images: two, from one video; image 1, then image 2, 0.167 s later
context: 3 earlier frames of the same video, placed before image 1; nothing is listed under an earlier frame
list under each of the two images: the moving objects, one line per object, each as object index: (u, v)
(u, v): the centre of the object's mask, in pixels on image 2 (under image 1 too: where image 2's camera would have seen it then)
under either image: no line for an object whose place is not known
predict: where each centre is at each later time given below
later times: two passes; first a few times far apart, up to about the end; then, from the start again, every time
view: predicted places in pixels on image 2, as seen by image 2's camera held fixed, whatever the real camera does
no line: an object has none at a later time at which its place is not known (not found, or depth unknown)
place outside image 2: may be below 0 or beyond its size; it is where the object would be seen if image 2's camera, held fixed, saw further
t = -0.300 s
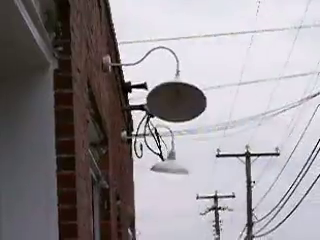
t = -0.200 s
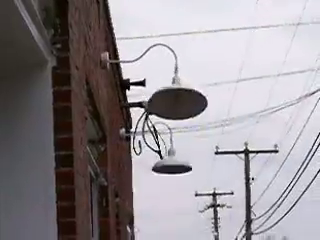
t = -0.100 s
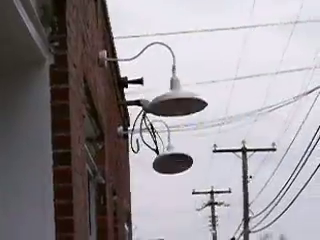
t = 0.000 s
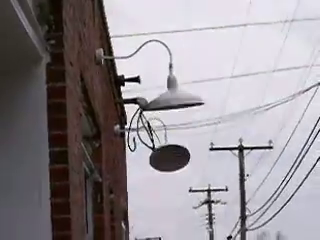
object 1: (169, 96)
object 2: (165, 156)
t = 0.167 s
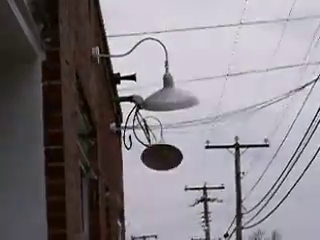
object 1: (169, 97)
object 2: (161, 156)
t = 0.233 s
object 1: (169, 98)
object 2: (159, 157)
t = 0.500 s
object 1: (162, 96)
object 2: (158, 157)
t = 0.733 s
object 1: (161, 86)
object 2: (164, 157)
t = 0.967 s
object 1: (167, 97)
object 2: (166, 157)
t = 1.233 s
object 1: (170, 97)
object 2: (159, 156)
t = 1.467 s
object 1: (172, 97)
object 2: (158, 156)
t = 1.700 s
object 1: (170, 98)
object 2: (164, 157)
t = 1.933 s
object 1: (160, 93)
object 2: (167, 156)
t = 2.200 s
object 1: (164, 97)
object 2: (160, 157)
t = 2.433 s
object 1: (171, 97)
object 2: (155, 157)
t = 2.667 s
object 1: (172, 98)
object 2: (161, 156)
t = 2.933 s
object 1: (163, 93)
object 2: (169, 156)
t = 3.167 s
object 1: (159, 94)
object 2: (164, 157)
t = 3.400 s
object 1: (169, 97)
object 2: (154, 156)
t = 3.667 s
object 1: (173, 97)
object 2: (159, 157)
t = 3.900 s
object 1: (165, 98)
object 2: (168, 156)
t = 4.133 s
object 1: (159, 90)
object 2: (169, 156)
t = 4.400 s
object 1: (168, 97)
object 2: (158, 157)
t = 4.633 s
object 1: (171, 98)
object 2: (156, 157)
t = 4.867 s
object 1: (170, 98)
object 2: (163, 156)
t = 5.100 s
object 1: (166, 96)
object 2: (167, 155)
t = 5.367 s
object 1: (166, 97)
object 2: (160, 156)
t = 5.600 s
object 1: (170, 99)
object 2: (156, 157)
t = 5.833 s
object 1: (171, 98)
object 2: (160, 156)
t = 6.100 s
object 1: (166, 98)
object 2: (166, 155)
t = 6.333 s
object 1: (164, 95)
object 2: (163, 156)
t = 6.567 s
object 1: (168, 96)
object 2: (158, 157)
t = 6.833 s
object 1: (171, 98)
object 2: (161, 157)
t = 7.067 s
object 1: (169, 97)
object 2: (165, 156)
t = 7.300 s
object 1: (164, 94)
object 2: (164, 155)
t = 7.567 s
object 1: (166, 98)
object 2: (160, 158)
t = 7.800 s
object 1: (171, 99)
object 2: (160, 158)
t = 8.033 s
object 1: (170, 98)
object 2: (163, 156)
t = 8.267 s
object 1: (166, 97)
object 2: (166, 157)
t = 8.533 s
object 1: (165, 96)
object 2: (163, 157)
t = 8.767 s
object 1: (168, 96)
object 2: (159, 156)
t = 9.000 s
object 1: (170, 97)
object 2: (161, 157)
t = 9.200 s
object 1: (170, 97)
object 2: (163, 156)
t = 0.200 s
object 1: (170, 97)
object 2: (161, 156)
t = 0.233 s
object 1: (169, 98)
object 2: (159, 157)
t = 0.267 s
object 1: (169, 97)
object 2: (158, 157)
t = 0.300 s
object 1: (168, 96)
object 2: (158, 158)
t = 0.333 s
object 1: (168, 95)
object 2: (157, 157)
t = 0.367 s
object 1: (167, 96)
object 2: (157, 157)
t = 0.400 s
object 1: (167, 98)
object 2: (157, 156)
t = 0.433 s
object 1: (165, 98)
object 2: (157, 156)
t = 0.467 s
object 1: (164, 97)
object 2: (157, 155)
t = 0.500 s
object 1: (162, 96)
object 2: (158, 157)
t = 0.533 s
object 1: (161, 95)
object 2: (158, 157)
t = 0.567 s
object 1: (161, 93)
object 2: (159, 157)
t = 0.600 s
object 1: (160, 91)
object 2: (160, 157)
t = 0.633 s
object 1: (160, 89)
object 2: (160, 157)
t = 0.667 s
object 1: (160, 87)
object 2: (162, 157)
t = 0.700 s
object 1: (160, 86)
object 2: (163, 157)
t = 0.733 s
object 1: (161, 86)
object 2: (164, 157)
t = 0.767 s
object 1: (162, 86)
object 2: (164, 157)
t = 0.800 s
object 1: (163, 87)
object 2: (165, 156)
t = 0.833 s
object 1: (163, 89)
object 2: (165, 155)
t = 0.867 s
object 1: (164, 91)
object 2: (166, 156)
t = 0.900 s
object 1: (165, 94)
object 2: (166, 156)
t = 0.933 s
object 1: (166, 95)
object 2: (166, 157)
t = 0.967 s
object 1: (167, 97)
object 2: (166, 157)
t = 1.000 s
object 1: (168, 98)
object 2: (166, 156)
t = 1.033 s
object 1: (169, 97)
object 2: (165, 156)
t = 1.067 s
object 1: (169, 97)
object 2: (165, 156)
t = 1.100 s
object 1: (169, 96)
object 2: (164, 156)
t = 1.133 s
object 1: (169, 98)
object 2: (162, 155)
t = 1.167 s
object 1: (170, 98)
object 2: (161, 155)
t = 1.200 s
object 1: (170, 98)
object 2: (160, 155)
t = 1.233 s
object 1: (170, 97)
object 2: (159, 156)
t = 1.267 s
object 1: (171, 97)
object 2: (158, 156)
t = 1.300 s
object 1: (171, 96)
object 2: (157, 157)
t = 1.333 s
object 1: (171, 95)
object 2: (157, 157)
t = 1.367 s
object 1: (171, 95)
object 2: (157, 157)
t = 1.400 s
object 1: (172, 95)
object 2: (157, 157)
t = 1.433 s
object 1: (172, 95)
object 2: (158, 156)
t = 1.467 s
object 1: (172, 97)
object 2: (158, 156)
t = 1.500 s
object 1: (173, 98)
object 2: (158, 156)
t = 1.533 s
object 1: (173, 98)
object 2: (159, 156)
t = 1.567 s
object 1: (172, 97)
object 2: (160, 157)
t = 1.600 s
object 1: (172, 96)
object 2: (161, 157)
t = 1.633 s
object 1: (171, 96)
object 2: (162, 157)
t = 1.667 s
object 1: (171, 97)
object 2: (163, 157)
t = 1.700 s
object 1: (170, 98)
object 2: (164, 157)
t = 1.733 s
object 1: (169, 98)
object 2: (165, 157)
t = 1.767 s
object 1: (168, 97)
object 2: (166, 157)
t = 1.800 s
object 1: (166, 95)
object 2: (166, 157)
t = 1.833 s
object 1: (164, 94)
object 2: (167, 156)
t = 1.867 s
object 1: (163, 93)
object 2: (167, 157)
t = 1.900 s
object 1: (162, 93)
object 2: (167, 156)
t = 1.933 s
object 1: (160, 93)
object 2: (167, 156)
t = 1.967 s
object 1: (160, 93)
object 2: (166, 155)
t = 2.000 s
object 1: (160, 94)
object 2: (166, 155)
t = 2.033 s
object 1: (160, 95)
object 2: (166, 156)
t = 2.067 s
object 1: (160, 97)
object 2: (165, 157)
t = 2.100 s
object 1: (161, 97)
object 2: (164, 157)
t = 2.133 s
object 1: (163, 98)
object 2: (163, 158)
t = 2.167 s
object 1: (163, 98)
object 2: (161, 158)
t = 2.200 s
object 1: (164, 97)
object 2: (160, 157)
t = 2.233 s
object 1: (166, 96)
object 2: (159, 157)
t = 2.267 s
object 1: (166, 97)
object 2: (157, 157)
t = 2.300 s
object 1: (168, 98)
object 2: (156, 156)
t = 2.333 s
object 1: (169, 98)
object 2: (155, 156)
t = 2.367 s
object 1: (170, 98)
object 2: (155, 156)
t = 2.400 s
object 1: (171, 97)
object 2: (155, 156)
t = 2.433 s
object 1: (171, 97)
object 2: (155, 157)
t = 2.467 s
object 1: (172, 96)
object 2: (155, 156)
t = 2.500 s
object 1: (172, 96)
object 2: (156, 157)
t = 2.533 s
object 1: (172, 96)
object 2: (157, 157)
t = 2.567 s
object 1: (173, 96)
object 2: (158, 157)
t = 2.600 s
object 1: (173, 97)
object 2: (159, 156)
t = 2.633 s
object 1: (173, 98)
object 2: (160, 155)
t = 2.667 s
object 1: (172, 98)
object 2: (161, 156)
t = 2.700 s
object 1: (171, 98)
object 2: (163, 156)
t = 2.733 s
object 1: (170, 96)
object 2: (164, 156)
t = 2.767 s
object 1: (170, 97)
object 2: (165, 157)
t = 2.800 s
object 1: (169, 98)
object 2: (166, 157)
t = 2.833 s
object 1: (168, 98)
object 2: (167, 156)
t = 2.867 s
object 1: (166, 97)
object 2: (168, 156)
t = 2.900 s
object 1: (164, 95)
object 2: (169, 157)
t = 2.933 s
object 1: (163, 93)
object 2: (169, 156)
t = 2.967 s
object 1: (161, 92)
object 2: (169, 156)
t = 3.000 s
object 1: (160, 90)
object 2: (169, 156)
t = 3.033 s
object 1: (159, 90)
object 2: (169, 156)
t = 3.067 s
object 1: (158, 89)
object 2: (167, 156)
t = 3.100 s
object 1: (158, 90)
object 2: (166, 156)
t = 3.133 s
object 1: (159, 92)
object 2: (165, 156)
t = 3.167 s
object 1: (159, 94)
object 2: (164, 157)
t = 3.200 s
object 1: (160, 96)
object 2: (162, 157)
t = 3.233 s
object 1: (161, 97)
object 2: (161, 157)
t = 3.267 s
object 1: (163, 97)
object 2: (159, 157)
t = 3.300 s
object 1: (165, 97)
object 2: (158, 157)
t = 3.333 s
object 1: (166, 97)
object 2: (156, 157)
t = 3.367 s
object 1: (168, 96)
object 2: (155, 156)
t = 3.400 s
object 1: (169, 97)
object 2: (154, 156)
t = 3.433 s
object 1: (170, 97)
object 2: (154, 156)
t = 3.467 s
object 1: (171, 98)
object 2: (153, 156)
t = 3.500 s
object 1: (172, 98)
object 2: (153, 156)
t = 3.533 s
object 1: (173, 97)
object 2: (154, 156)
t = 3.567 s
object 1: (173, 97)
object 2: (155, 157)
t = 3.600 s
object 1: (173, 97)
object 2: (156, 157)
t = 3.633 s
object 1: (173, 97)
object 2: (158, 157)
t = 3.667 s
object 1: (173, 97)
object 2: (159, 157)
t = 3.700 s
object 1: (172, 97)
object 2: (160, 156)
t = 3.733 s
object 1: (171, 98)
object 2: (162, 156)
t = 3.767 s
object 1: (170, 98)
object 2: (163, 156)
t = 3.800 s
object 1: (169, 97)
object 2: (164, 156)
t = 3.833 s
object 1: (168, 96)
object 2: (166, 157)
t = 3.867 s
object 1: (167, 97)
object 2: (167, 157)
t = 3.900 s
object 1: (165, 98)
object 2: (168, 156)
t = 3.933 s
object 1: (163, 97)
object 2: (169, 156)
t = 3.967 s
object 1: (161, 96)
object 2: (170, 156)
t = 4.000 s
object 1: (160, 95)
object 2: (170, 156)
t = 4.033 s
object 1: (159, 93)
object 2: (170, 156)
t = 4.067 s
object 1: (159, 92)
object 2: (170, 156)
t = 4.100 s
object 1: (159, 91)
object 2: (170, 156)
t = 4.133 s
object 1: (159, 90)
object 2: (169, 156)
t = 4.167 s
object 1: (159, 90)
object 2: (167, 156)
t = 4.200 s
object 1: (160, 91)
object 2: (166, 155)
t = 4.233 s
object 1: (161, 93)
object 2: (165, 156)
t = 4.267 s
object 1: (162, 95)
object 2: (164, 157)
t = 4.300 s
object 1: (163, 96)
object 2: (163, 157)
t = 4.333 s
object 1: (165, 97)
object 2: (161, 157)
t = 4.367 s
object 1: (166, 98)
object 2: (159, 157)
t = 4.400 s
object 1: (168, 97)
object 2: (158, 157)
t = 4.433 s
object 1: (169, 96)
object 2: (157, 157)
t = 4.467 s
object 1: (169, 96)
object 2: (156, 157)
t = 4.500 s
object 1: (169, 98)
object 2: (155, 157)
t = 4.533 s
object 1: (170, 99)
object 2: (155, 157)
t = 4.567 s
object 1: (171, 99)
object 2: (155, 157)
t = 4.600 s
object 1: (171, 98)
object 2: (155, 157)
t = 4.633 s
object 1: (171, 98)
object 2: (156, 157)
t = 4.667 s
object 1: (171, 97)
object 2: (156, 157)
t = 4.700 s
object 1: (172, 97)
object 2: (158, 157)
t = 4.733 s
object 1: (171, 98)
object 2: (159, 157)
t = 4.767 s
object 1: (171, 98)
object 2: (160, 157)
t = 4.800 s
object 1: (171, 98)
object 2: (161, 156)
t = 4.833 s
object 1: (170, 99)
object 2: (162, 155)
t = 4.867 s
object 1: (170, 98)
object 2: (163, 156)
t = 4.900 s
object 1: (170, 97)
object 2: (164, 155)
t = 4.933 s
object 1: (170, 96)
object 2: (164, 156)
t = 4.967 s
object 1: (169, 98)
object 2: (166, 155)
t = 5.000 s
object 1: (168, 98)
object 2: (167, 155)
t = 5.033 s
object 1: (168, 98)
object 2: (167, 155)
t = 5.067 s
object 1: (167, 97)
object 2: (167, 155)
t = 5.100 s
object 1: (166, 96)
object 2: (167, 155)
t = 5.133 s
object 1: (166, 94)
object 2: (167, 155)
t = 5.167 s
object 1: (165, 93)
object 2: (166, 155)
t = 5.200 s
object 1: (165, 93)
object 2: (166, 155)
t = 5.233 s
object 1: (165, 92)
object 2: (165, 156)
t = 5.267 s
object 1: (165, 93)
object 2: (165, 156)
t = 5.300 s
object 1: (165, 94)
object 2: (163, 157)
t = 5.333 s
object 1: (165, 95)
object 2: (162, 157)
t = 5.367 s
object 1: (166, 97)
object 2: (160, 156)
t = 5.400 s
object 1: (166, 97)
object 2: (160, 156)
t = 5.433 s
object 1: (167, 98)
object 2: (159, 157)
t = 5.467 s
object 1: (168, 98)
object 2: (157, 157)
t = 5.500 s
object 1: (169, 97)
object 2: (157, 157)
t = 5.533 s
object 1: (169, 97)
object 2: (156, 157)
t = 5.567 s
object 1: (169, 98)
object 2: (156, 157)
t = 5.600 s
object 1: (170, 99)
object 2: (156, 157)
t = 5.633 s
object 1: (170, 99)
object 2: (156, 157)
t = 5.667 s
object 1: (171, 98)
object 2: (156, 157)
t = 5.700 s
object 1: (171, 98)
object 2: (157, 157)
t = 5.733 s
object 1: (171, 98)
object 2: (157, 157)
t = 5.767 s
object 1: (171, 98)
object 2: (159, 157)
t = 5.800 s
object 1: (171, 99)
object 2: (160, 157)
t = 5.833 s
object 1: (171, 98)
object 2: (160, 156)
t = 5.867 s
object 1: (170, 99)
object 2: (162, 156)
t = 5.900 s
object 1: (170, 99)
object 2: (163, 156)
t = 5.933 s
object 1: (169, 98)
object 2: (163, 156)
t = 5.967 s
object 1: (168, 97)
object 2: (164, 156)
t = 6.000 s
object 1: (169, 97)
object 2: (165, 155)
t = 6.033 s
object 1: (168, 98)
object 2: (165, 155)
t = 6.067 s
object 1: (167, 98)
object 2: (165, 155)
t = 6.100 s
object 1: (166, 98)
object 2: (166, 155)
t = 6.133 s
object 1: (165, 97)
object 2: (165, 155)
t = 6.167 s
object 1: (165, 96)
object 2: (165, 155)
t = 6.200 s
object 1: (165, 95)
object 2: (165, 155)
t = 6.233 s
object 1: (164, 94)
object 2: (165, 156)
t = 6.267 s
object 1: (164, 94)
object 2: (164, 156)
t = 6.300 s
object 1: (164, 94)
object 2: (164, 156)
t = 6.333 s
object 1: (164, 95)
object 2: (163, 156)
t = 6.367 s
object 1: (164, 96)
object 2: (162, 157)
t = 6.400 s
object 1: (165, 97)
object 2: (161, 157)
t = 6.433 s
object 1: (165, 97)
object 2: (161, 157)
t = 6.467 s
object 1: (166, 98)
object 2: (160, 157)
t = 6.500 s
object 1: (168, 98)
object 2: (159, 157)
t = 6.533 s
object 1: (168, 97)
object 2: (158, 157)
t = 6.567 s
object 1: (168, 96)
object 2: (158, 157)
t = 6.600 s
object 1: (169, 97)
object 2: (158, 157)
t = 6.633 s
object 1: (169, 98)
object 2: (158, 157)
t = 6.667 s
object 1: (170, 98)
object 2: (158, 157)
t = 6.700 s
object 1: (170, 98)
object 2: (158, 157)
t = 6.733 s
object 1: (171, 98)
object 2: (159, 157)
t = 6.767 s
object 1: (171, 98)
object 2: (160, 157)
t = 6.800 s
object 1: (171, 98)
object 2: (160, 157)
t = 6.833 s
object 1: (171, 98)
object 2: (161, 157)
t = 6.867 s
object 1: (171, 98)
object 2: (162, 156)
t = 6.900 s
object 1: (171, 99)
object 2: (162, 156)
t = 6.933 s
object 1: (171, 98)
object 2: (163, 156)
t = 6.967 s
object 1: (170, 98)
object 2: (164, 155)
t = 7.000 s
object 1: (169, 97)
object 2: (164, 156)
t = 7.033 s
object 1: (169, 96)
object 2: (165, 156)
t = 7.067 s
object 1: (169, 97)
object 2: (165, 156)
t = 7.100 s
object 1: (168, 98)
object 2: (165, 156)
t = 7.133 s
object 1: (167, 98)
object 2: (165, 156)
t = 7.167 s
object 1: (166, 97)
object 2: (166, 155)
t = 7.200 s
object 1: (166, 96)
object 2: (165, 155)
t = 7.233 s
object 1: (165, 96)
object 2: (165, 155)
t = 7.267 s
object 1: (165, 95)
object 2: (165, 156)
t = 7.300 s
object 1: (164, 94)
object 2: (164, 155)
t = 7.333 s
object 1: (164, 94)
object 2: (164, 155)
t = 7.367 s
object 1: (164, 94)
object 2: (163, 156)
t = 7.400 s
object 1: (164, 95)
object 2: (163, 156)
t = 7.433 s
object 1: (164, 96)
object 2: (162, 157)
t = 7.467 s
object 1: (165, 96)
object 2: (162, 157)
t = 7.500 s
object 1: (165, 97)
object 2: (161, 157)
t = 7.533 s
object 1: (166, 98)
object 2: (161, 158)
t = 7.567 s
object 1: (166, 98)
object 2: (160, 158)
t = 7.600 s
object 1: (168, 97)
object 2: (160, 158)
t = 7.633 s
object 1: (168, 96)
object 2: (160, 158)
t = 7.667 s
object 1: (168, 97)
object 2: (159, 157)
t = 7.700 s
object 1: (169, 98)
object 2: (159, 157)
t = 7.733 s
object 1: (169, 98)
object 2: (160, 157)
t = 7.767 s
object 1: (170, 98)
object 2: (160, 157)
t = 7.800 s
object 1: (171, 99)
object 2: (160, 158)
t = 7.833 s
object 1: (171, 98)
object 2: (161, 157)
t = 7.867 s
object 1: (171, 98)
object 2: (161, 158)
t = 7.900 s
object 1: (172, 98)
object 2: (162, 158)
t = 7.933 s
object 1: (171, 98)
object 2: (162, 157)
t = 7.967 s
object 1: (171, 98)
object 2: (162, 157)
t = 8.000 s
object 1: (171, 98)
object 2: (163, 157)
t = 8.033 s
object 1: (170, 98)
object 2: (163, 156)
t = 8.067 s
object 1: (170, 97)
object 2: (164, 156)
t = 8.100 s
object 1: (170, 96)
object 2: (164, 156)
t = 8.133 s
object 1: (170, 97)
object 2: (165, 156)
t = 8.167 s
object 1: (169, 98)
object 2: (166, 156)
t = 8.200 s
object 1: (169, 98)
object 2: (166, 157)
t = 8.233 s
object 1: (168, 97)
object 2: (166, 157)
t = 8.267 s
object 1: (166, 97)
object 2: (166, 157)
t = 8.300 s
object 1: (166, 96)
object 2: (166, 157)
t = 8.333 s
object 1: (165, 96)
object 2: (166, 157)
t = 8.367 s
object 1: (165, 95)
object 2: (166, 157)
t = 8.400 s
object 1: (165, 95)
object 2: (165, 157)
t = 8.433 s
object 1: (165, 95)
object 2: (165, 157)
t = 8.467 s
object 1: (165, 95)
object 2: (164, 157)
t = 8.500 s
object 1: (165, 95)
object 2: (163, 157)
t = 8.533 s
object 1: (165, 96)
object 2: (163, 157)
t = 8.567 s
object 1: (165, 97)
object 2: (162, 157)
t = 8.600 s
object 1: (165, 97)
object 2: (162, 158)
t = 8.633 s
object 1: (166, 98)
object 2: (161, 158)
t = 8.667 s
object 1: (166, 98)
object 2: (160, 158)
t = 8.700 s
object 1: (166, 98)
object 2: (160, 157)
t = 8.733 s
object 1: (168, 97)
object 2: (159, 157)
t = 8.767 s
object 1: (168, 96)
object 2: (159, 156)
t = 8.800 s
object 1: (169, 96)
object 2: (158, 156)
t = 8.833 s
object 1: (169, 97)
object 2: (158, 156)
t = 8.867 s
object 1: (169, 97)
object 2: (159, 155)
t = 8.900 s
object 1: (170, 98)
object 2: (159, 155)
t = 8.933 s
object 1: (170, 98)
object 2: (159, 156)
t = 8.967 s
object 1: (170, 98)
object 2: (160, 156)
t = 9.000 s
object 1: (170, 97)
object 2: (161, 157)
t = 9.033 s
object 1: (171, 97)
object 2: (161, 157)
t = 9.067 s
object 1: (170, 97)
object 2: (162, 158)
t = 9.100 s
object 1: (170, 97)
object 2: (162, 157)
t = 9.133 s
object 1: (170, 97)
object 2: (162, 157)
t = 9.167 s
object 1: (170, 97)
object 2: (163, 155)
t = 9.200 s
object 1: (170, 97)
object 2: (163, 156)
